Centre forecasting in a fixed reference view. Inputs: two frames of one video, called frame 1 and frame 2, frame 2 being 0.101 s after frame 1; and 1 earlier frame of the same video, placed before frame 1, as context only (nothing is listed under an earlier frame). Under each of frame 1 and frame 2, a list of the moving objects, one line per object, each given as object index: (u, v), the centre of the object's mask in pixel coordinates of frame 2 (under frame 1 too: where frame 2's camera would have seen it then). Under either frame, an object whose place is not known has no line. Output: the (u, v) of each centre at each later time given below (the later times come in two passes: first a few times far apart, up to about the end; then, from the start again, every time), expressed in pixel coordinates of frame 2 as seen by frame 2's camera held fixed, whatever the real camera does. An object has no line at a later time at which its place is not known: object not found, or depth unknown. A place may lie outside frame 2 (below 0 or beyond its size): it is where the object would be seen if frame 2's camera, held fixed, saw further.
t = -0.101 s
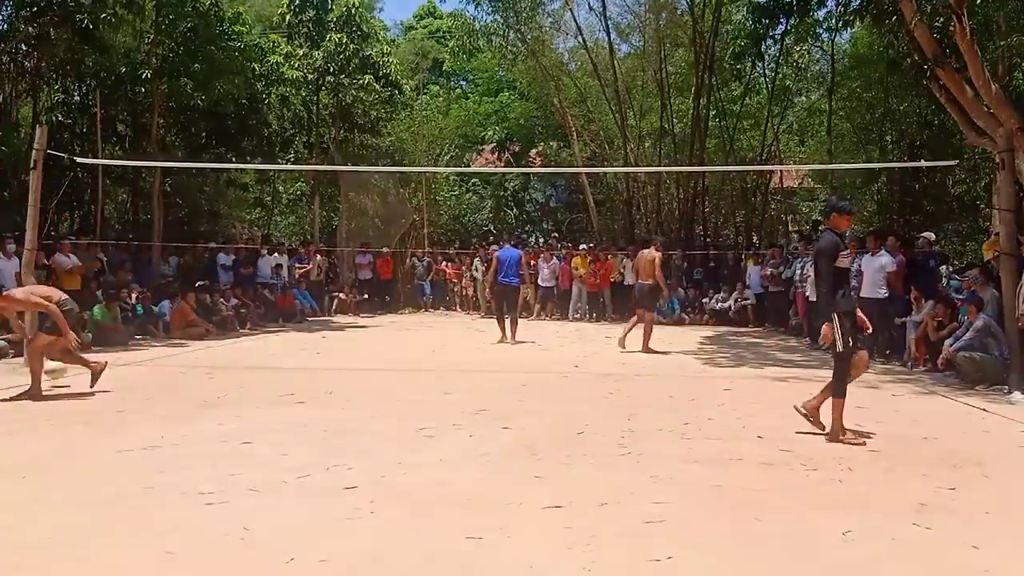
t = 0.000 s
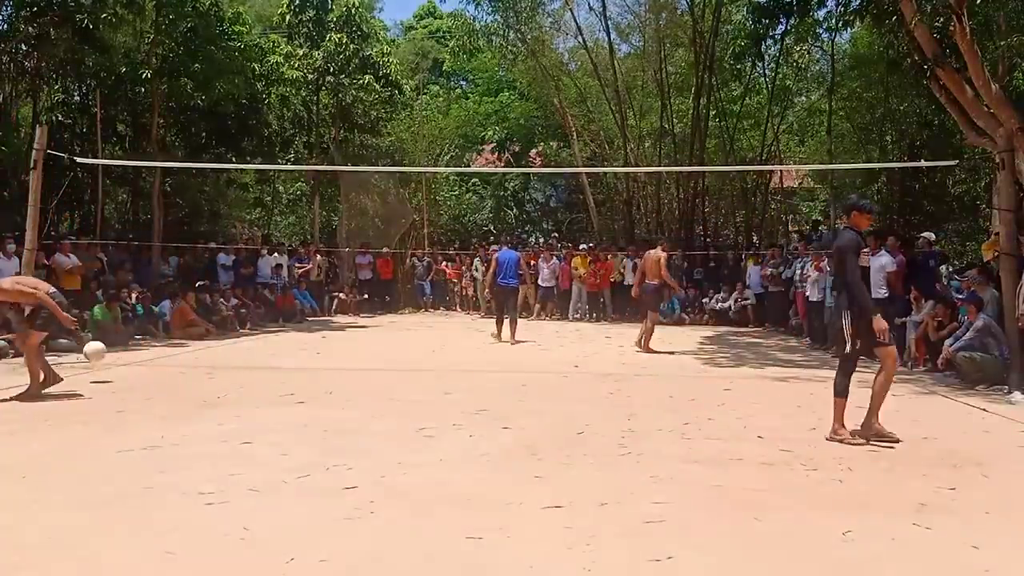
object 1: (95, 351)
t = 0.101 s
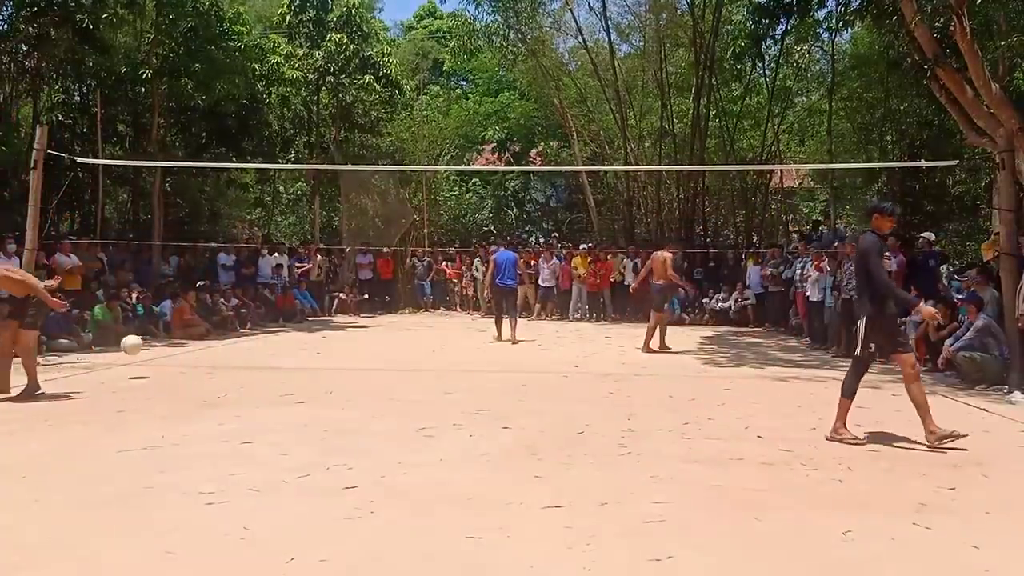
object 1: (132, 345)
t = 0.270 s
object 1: (187, 356)
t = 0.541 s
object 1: (260, 339)
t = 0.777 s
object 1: (315, 345)
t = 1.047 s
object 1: (368, 342)
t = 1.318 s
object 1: (412, 332)
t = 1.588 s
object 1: (450, 329)
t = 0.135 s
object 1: (143, 345)
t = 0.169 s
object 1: (154, 346)
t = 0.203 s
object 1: (165, 348)
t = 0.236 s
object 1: (176, 351)
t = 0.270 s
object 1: (187, 356)
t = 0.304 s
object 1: (196, 361)
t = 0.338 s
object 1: (206, 358)
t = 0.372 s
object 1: (215, 352)
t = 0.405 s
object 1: (225, 348)
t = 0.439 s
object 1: (234, 344)
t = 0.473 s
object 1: (243, 341)
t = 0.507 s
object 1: (252, 339)
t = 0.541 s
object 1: (260, 339)
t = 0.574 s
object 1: (269, 339)
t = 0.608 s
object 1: (277, 341)
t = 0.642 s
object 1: (284, 343)
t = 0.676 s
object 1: (292, 346)
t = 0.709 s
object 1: (299, 350)
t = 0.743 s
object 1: (306, 350)
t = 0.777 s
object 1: (315, 345)
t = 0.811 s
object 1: (321, 341)
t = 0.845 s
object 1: (328, 339)
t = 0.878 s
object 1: (335, 337)
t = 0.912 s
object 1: (342, 336)
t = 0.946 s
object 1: (349, 336)
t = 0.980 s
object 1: (355, 337)
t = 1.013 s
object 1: (361, 339)
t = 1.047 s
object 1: (368, 342)
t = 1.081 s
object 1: (374, 345)
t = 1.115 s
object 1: (379, 341)
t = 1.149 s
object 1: (385, 337)
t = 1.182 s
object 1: (391, 335)
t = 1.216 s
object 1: (396, 333)
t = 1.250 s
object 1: (401, 332)
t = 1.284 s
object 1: (407, 332)
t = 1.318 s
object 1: (412, 332)
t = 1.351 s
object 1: (417, 333)
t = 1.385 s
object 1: (423, 335)
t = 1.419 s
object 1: (427, 339)
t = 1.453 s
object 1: (432, 337)
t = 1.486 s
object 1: (437, 333)
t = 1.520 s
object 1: (441, 331)
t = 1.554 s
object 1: (446, 330)
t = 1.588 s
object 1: (450, 329)
